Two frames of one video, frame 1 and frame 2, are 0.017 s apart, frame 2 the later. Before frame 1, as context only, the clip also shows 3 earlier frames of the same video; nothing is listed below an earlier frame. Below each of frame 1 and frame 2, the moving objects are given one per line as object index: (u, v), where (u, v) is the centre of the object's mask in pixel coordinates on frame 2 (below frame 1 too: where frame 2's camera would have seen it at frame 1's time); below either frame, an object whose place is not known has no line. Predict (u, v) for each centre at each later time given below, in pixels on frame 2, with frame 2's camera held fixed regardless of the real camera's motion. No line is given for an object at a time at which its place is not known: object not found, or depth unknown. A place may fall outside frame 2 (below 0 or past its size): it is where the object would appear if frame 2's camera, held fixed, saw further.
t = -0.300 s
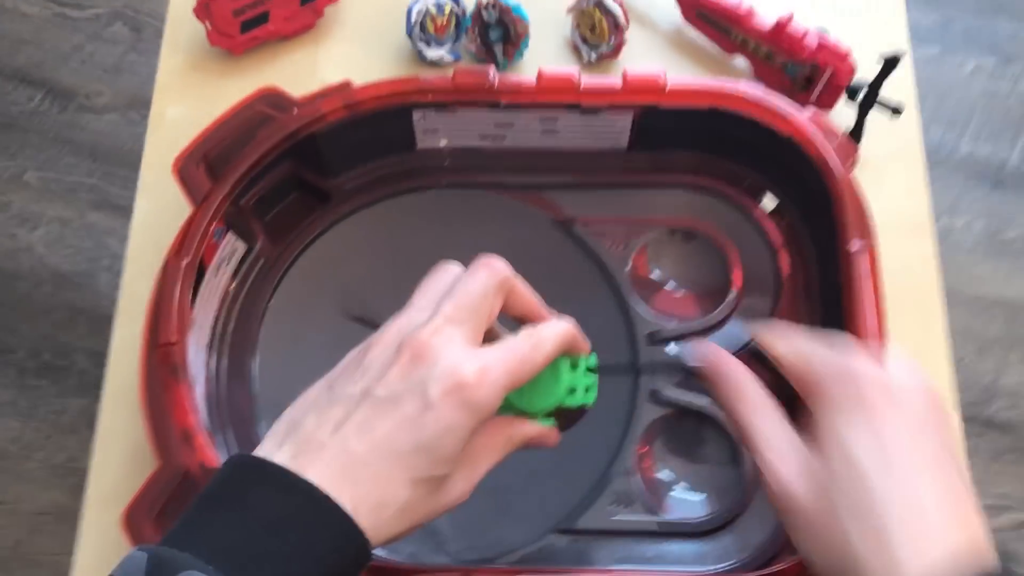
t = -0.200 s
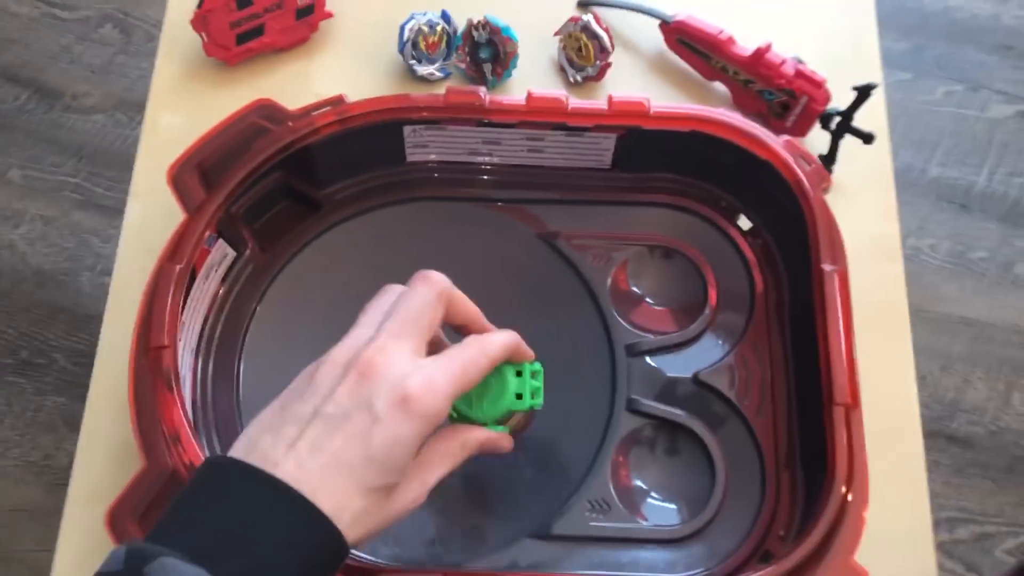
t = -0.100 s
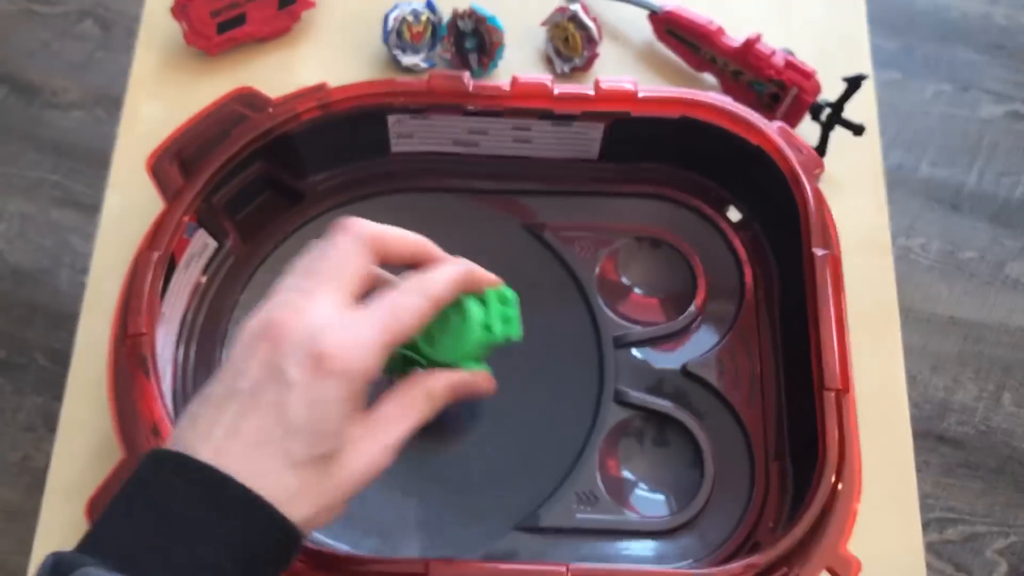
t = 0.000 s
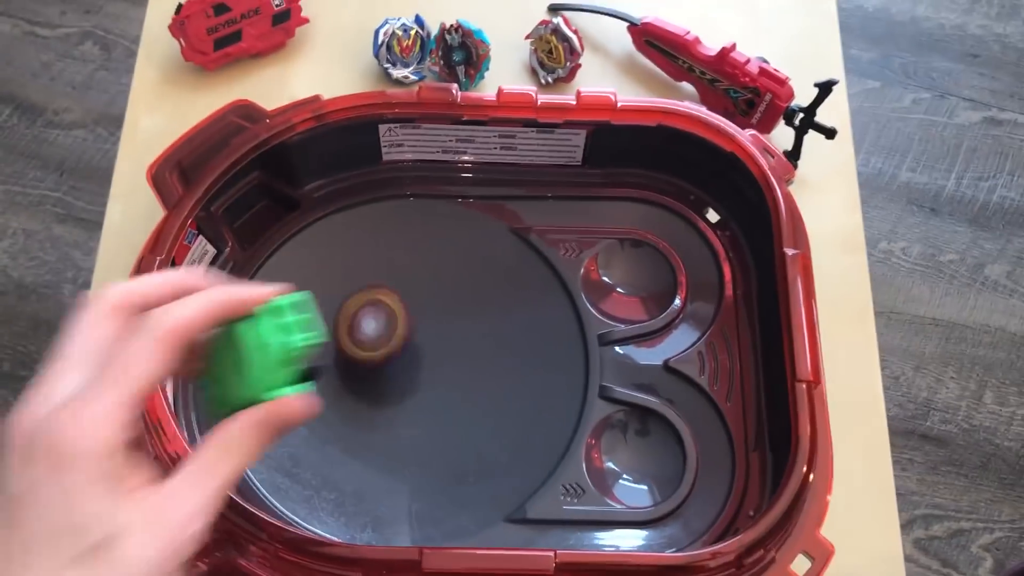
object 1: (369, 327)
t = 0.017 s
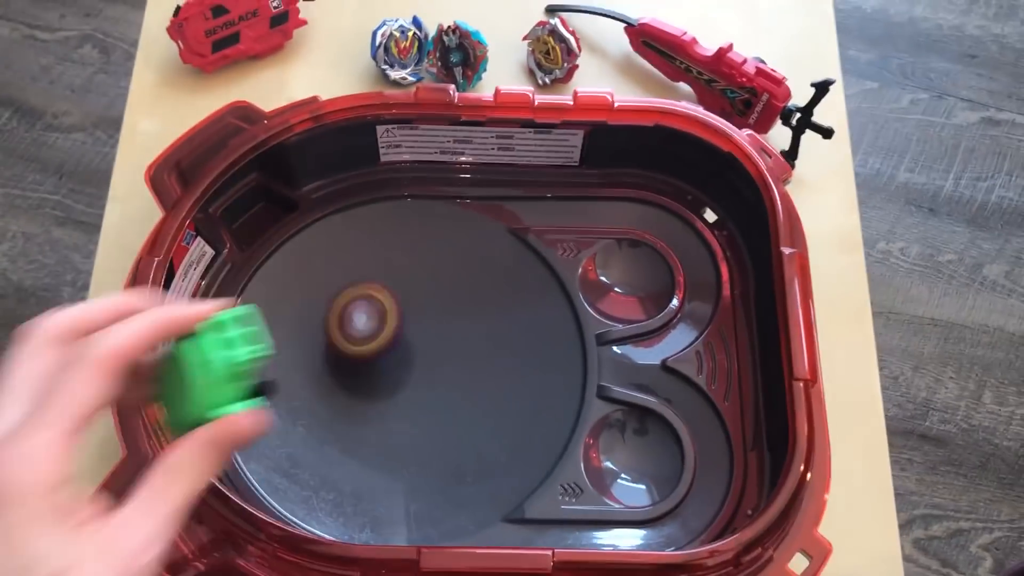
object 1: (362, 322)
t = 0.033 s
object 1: (356, 318)
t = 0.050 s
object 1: (350, 316)
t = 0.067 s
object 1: (345, 314)
